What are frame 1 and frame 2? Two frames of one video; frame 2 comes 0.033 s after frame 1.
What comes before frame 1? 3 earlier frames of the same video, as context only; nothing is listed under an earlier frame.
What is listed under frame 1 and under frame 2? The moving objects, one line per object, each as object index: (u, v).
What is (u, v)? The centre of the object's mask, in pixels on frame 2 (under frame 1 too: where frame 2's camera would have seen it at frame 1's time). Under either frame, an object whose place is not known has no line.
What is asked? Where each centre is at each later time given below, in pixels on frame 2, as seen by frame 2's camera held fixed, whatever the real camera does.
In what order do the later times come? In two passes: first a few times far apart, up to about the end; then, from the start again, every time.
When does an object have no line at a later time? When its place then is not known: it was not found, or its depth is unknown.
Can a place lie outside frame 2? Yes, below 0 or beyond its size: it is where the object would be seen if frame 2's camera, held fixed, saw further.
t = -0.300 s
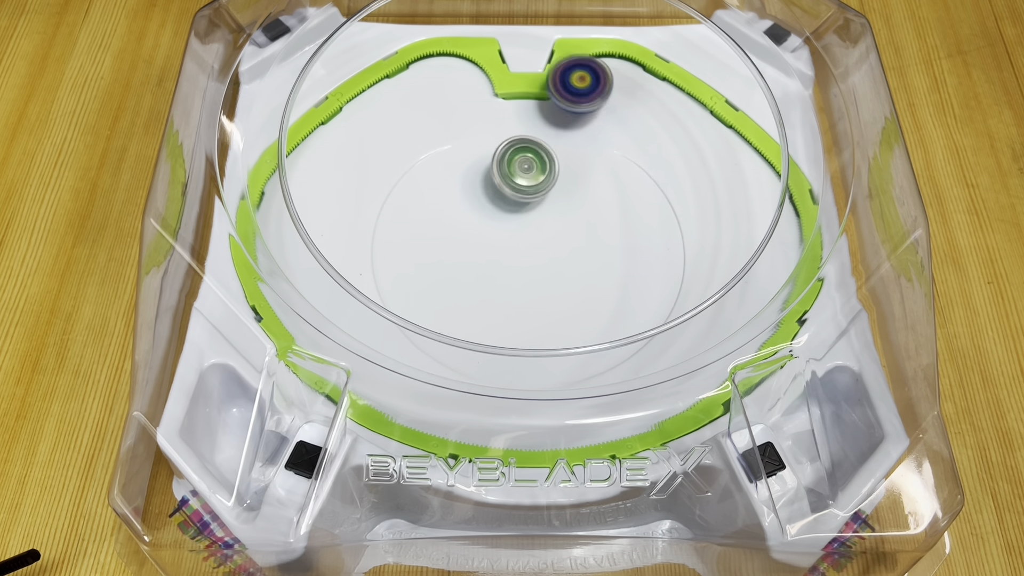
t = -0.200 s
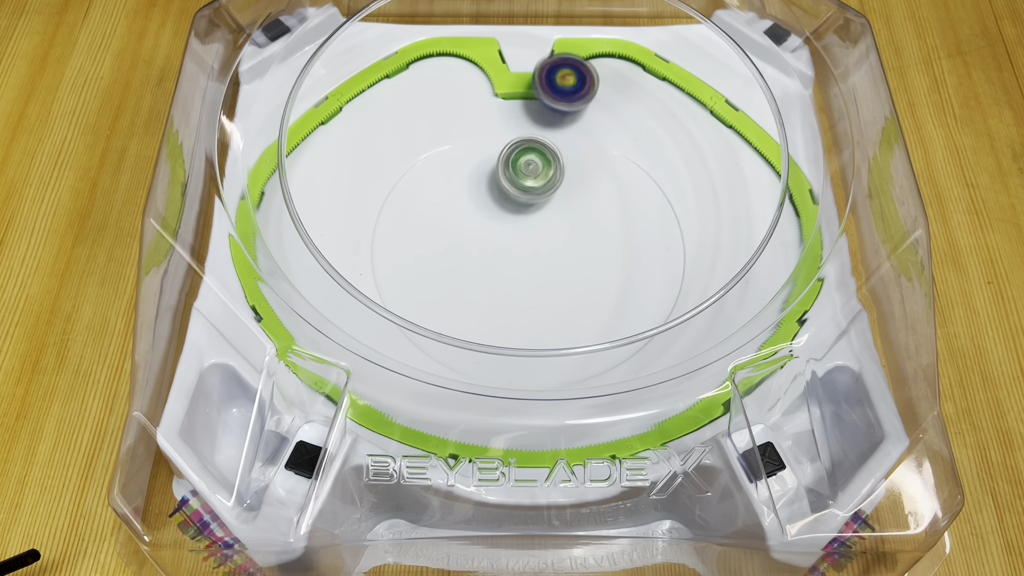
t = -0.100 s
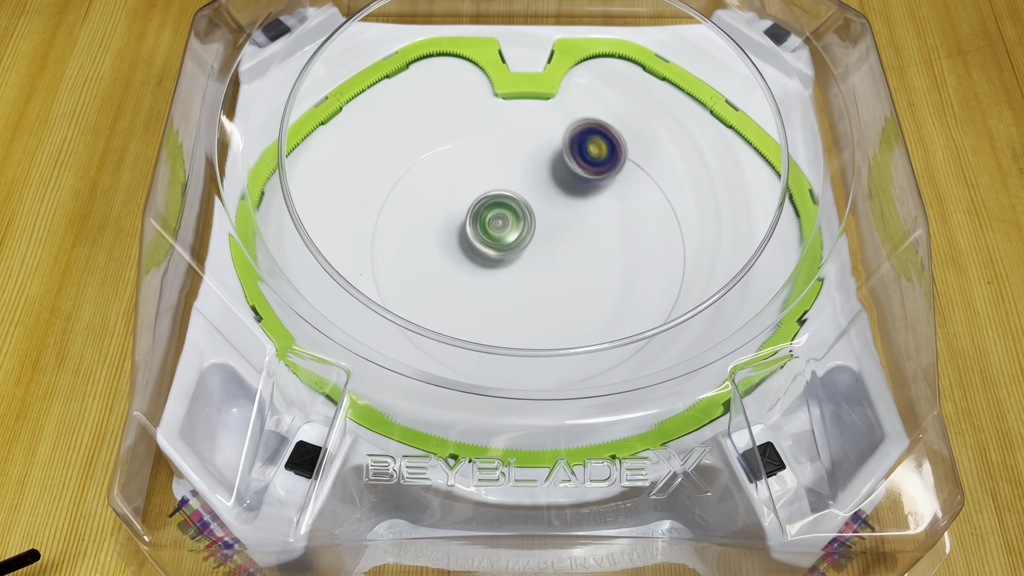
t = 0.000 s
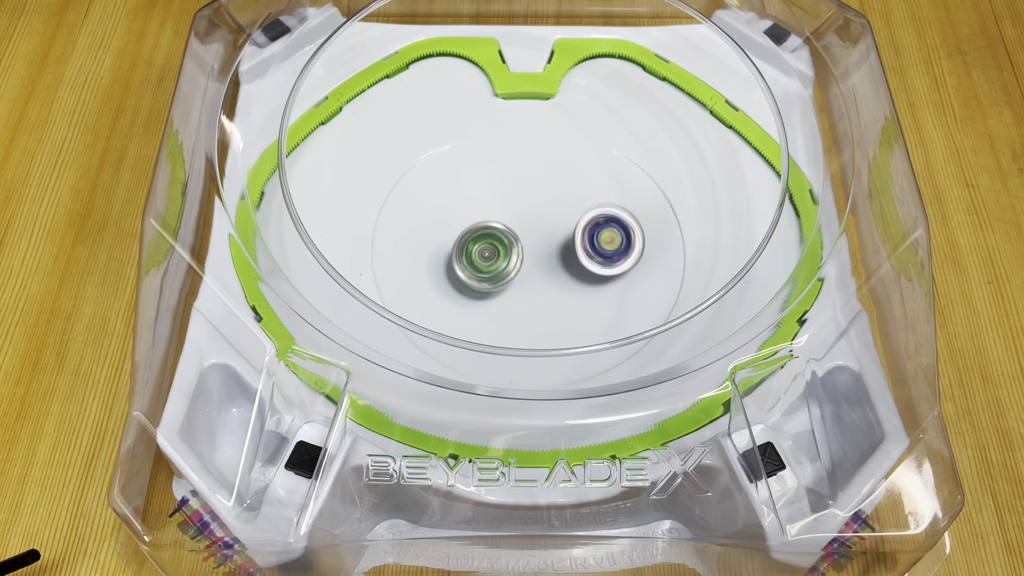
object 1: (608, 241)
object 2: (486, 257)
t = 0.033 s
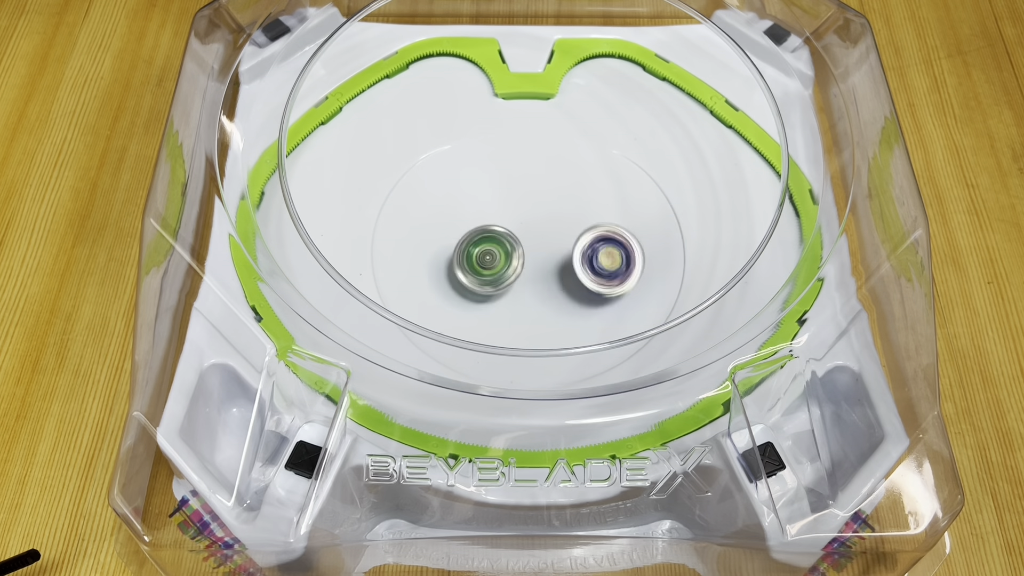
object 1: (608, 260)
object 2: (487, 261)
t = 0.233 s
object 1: (592, 314)
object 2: (532, 255)
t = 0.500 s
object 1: (662, 316)
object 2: (536, 168)
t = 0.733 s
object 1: (675, 293)
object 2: (529, 174)
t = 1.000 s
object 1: (572, 289)
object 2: (505, 253)
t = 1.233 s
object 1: (475, 349)
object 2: (487, 266)
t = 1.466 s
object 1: (395, 346)
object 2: (506, 275)
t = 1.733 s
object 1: (298, 291)
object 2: (666, 147)
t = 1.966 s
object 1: (314, 210)
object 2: (701, 112)
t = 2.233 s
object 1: (348, 132)
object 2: (684, 83)
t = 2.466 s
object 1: (425, 103)
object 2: (665, 75)
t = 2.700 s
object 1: (570, 125)
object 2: (658, 102)
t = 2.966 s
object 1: (311, 243)
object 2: (722, 95)
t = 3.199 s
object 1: (341, 296)
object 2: (626, 98)
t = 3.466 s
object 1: (467, 283)
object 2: (551, 97)
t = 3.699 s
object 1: (504, 230)
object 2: (517, 112)
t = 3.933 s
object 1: (559, 204)
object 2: (488, 127)
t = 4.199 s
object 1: (607, 211)
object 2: (460, 144)
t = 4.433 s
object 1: (609, 253)
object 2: (497, 171)
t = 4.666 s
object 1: (558, 273)
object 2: (549, 198)
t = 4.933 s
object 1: (497, 243)
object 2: (591, 225)
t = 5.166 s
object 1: (493, 201)
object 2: (612, 252)
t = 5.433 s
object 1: (534, 180)
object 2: (593, 277)
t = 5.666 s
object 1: (570, 208)
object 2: (557, 287)
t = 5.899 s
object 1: (577, 248)
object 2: (506, 287)
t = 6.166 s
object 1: (671, 255)
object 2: (373, 252)
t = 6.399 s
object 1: (635, 239)
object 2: (371, 242)
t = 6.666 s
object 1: (594, 218)
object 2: (398, 236)
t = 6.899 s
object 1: (561, 196)
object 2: (433, 237)
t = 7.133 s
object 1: (545, 203)
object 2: (493, 232)
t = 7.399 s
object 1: (632, 233)
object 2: (462, 238)
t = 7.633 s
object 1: (544, 229)
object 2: (490, 269)
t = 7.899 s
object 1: (538, 202)
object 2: (511, 295)
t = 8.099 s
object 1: (561, 213)
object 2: (486, 268)
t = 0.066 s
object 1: (605, 283)
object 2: (493, 262)
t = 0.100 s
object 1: (603, 293)
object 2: (500, 261)
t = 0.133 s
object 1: (598, 309)
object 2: (510, 258)
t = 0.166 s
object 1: (594, 314)
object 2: (519, 257)
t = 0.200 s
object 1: (593, 317)
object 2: (523, 257)
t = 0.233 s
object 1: (592, 314)
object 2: (532, 255)
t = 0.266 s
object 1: (593, 309)
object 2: (538, 252)
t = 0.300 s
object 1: (591, 308)
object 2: (542, 248)
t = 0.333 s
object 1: (593, 299)
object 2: (547, 244)
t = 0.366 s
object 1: (596, 289)
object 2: (550, 241)
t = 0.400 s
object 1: (603, 291)
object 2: (550, 230)
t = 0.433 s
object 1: (624, 303)
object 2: (544, 206)
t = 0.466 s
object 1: (644, 306)
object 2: (539, 186)
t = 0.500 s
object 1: (662, 316)
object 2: (536, 168)
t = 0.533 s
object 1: (682, 325)
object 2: (534, 157)
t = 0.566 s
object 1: (703, 336)
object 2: (534, 149)
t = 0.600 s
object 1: (718, 346)
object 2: (535, 146)
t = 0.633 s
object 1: (713, 335)
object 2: (536, 149)
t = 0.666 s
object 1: (696, 328)
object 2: (534, 155)
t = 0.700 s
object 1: (687, 313)
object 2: (532, 163)
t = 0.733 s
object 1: (675, 293)
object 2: (529, 174)
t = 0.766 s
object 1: (666, 291)
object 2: (524, 185)
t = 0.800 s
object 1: (658, 284)
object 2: (519, 196)
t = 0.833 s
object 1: (650, 279)
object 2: (517, 206)
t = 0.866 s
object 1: (638, 280)
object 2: (514, 217)
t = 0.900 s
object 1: (622, 278)
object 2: (511, 227)
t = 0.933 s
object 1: (605, 278)
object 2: (510, 237)
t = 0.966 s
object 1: (586, 282)
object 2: (508, 247)
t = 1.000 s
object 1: (572, 289)
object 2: (505, 253)
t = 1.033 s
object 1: (563, 300)
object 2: (493, 252)
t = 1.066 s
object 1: (551, 312)
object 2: (485, 252)
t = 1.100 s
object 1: (535, 320)
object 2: (482, 252)
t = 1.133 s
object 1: (521, 332)
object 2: (480, 254)
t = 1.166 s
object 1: (503, 341)
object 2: (482, 258)
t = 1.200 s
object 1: (486, 349)
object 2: (484, 262)
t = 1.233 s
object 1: (475, 349)
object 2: (487, 266)
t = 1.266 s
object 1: (461, 351)
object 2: (490, 271)
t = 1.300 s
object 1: (439, 358)
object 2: (494, 276)
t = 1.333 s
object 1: (417, 360)
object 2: (497, 279)
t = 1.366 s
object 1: (392, 362)
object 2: (500, 281)
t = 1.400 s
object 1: (365, 362)
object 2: (502, 281)
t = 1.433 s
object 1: (369, 354)
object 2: (504, 279)
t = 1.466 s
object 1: (395, 346)
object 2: (506, 275)
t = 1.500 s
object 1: (416, 328)
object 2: (508, 271)
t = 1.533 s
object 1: (434, 315)
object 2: (510, 266)
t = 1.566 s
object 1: (451, 302)
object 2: (511, 262)
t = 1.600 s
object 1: (435, 300)
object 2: (537, 246)
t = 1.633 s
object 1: (394, 300)
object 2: (581, 218)
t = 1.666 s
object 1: (359, 301)
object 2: (618, 191)
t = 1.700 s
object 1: (330, 293)
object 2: (647, 167)
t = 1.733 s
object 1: (298, 291)
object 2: (666, 147)
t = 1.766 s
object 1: (288, 283)
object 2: (678, 133)
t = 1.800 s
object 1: (306, 262)
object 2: (688, 127)
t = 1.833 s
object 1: (311, 247)
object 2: (694, 123)
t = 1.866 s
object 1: (317, 235)
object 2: (698, 120)
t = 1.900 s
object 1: (319, 225)
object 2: (700, 117)
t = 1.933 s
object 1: (317, 216)
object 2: (700, 114)
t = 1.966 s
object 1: (314, 210)
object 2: (701, 112)
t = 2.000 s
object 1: (309, 198)
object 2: (701, 108)
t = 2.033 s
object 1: (305, 186)
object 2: (701, 105)
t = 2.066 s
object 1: (304, 172)
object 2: (699, 102)
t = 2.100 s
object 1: (306, 157)
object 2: (697, 97)
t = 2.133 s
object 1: (313, 142)
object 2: (695, 92)
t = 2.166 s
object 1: (320, 135)
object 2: (692, 87)
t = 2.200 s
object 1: (335, 134)
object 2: (688, 84)
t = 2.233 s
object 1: (348, 132)
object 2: (684, 83)
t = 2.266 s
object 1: (358, 130)
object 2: (680, 82)
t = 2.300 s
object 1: (366, 124)
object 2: (675, 81)
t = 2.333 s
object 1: (373, 121)
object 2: (672, 78)
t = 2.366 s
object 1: (380, 115)
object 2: (669, 76)
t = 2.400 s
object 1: (392, 111)
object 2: (667, 75)
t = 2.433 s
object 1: (407, 107)
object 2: (666, 75)
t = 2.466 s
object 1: (425, 103)
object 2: (665, 75)
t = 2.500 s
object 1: (443, 103)
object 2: (665, 76)
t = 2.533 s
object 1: (464, 102)
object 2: (665, 77)
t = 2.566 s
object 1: (486, 105)
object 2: (665, 81)
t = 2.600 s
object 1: (508, 108)
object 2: (664, 85)
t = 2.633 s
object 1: (532, 113)
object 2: (663, 91)
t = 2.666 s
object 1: (553, 120)
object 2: (661, 96)
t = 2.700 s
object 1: (570, 125)
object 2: (658, 102)
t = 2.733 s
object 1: (588, 129)
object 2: (657, 107)
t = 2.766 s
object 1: (568, 133)
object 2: (686, 109)
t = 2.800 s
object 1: (517, 144)
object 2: (737, 101)
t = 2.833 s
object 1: (462, 165)
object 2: (794, 101)
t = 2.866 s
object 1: (414, 187)
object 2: (805, 98)
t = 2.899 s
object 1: (376, 202)
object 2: (767, 101)
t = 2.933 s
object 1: (341, 221)
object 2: (739, 98)
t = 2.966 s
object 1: (311, 243)
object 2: (722, 95)
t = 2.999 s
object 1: (289, 261)
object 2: (699, 98)
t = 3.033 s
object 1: (276, 270)
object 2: (682, 97)
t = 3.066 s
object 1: (268, 279)
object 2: (668, 97)
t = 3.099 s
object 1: (270, 287)
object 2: (657, 98)
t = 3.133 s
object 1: (290, 289)
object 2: (646, 98)
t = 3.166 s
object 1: (314, 301)
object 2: (636, 98)
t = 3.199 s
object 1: (341, 296)
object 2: (626, 98)
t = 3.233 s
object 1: (360, 300)
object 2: (615, 98)
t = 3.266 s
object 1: (381, 300)
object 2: (604, 99)
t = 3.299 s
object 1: (398, 299)
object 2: (594, 99)
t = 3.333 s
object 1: (415, 298)
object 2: (585, 97)
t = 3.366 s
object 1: (431, 298)
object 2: (576, 97)
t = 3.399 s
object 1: (445, 295)
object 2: (567, 96)
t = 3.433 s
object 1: (457, 289)
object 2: (559, 96)
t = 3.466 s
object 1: (467, 283)
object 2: (551, 97)
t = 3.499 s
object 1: (476, 277)
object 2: (544, 99)
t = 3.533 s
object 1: (481, 269)
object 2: (537, 101)
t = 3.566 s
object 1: (485, 262)
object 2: (533, 101)
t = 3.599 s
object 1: (488, 255)
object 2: (529, 102)
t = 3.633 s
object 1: (493, 246)
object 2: (525, 104)
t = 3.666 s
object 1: (498, 237)
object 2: (520, 106)
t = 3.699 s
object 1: (504, 230)
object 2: (517, 112)
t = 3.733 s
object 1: (511, 224)
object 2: (515, 114)
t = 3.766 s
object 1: (518, 218)
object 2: (511, 117)
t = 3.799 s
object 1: (525, 214)
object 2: (506, 119)
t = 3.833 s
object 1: (533, 212)
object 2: (502, 121)
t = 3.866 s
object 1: (543, 209)
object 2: (498, 122)
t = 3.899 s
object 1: (551, 205)
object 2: (492, 124)
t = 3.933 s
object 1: (559, 204)
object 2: (488, 127)
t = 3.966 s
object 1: (567, 204)
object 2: (484, 128)
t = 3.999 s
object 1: (575, 205)
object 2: (479, 129)
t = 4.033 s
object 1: (581, 206)
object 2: (474, 129)
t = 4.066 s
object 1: (587, 207)
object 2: (470, 130)
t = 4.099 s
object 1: (593, 207)
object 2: (467, 132)
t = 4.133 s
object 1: (598, 206)
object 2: (463, 136)
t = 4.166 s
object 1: (602, 208)
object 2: (460, 141)
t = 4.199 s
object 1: (607, 211)
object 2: (460, 144)
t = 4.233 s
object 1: (611, 214)
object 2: (461, 147)
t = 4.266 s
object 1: (615, 221)
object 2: (466, 152)
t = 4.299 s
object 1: (618, 226)
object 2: (472, 155)
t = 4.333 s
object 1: (617, 232)
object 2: (477, 159)
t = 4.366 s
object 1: (616, 239)
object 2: (483, 163)
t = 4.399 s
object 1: (614, 246)
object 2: (490, 167)
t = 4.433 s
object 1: (609, 253)
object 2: (497, 171)
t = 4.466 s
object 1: (605, 257)
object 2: (504, 175)
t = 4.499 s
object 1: (600, 261)
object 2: (513, 179)
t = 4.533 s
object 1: (591, 266)
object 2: (520, 183)
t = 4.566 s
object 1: (583, 269)
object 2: (527, 186)
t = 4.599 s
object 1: (574, 272)
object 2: (536, 189)
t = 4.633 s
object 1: (566, 272)
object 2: (543, 193)
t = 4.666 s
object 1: (558, 273)
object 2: (549, 198)
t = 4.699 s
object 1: (548, 273)
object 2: (554, 202)
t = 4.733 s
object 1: (540, 273)
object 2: (560, 204)
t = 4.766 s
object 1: (531, 270)
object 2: (563, 206)
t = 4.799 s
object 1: (524, 266)
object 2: (570, 207)
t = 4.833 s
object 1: (516, 262)
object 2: (576, 211)
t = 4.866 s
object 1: (508, 256)
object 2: (582, 217)
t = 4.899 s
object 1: (501, 250)
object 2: (587, 222)
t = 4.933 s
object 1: (497, 243)
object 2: (591, 225)
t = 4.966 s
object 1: (494, 237)
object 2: (595, 228)
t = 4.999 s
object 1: (491, 231)
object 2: (601, 231)
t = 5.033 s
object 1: (488, 225)
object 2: (604, 235)
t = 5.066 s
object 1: (487, 219)
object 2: (607, 240)
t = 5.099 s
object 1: (487, 214)
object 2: (610, 244)
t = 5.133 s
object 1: (490, 209)
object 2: (611, 248)
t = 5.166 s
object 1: (493, 201)
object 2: (612, 252)
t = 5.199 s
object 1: (495, 196)
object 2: (612, 256)
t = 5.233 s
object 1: (500, 192)
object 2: (611, 260)
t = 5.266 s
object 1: (505, 189)
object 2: (609, 264)
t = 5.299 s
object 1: (511, 185)
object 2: (607, 268)
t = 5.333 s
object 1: (515, 182)
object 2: (603, 272)
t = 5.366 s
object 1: (521, 181)
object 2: (600, 274)
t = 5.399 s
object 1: (526, 181)
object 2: (596, 275)
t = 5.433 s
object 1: (534, 180)
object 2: (593, 277)
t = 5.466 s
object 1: (539, 181)
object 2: (591, 277)
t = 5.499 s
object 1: (545, 184)
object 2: (588, 277)
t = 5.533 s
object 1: (551, 188)
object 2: (585, 279)
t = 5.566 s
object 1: (558, 192)
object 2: (580, 281)
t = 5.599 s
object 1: (562, 196)
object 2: (571, 284)
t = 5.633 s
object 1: (566, 202)
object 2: (564, 285)
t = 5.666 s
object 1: (570, 208)
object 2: (557, 287)
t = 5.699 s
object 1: (574, 214)
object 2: (551, 289)
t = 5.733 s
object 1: (575, 220)
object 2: (545, 290)
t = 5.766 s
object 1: (576, 228)
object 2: (535, 290)
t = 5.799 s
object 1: (576, 236)
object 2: (529, 289)
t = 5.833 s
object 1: (575, 242)
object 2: (521, 287)
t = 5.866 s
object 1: (573, 246)
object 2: (515, 287)
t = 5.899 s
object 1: (577, 248)
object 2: (506, 287)
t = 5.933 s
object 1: (577, 250)
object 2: (498, 285)
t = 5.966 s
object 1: (573, 254)
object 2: (492, 283)
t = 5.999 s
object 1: (565, 258)
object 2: (488, 281)
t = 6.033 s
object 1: (560, 263)
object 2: (483, 280)
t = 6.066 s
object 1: (602, 260)
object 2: (440, 276)
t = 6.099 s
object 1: (635, 259)
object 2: (406, 269)
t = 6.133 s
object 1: (659, 257)
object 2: (380, 262)
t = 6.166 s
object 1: (671, 255)
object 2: (373, 252)
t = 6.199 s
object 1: (678, 257)
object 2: (371, 247)
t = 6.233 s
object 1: (675, 258)
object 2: (373, 246)
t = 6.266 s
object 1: (662, 258)
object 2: (372, 245)
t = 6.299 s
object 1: (651, 255)
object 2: (373, 245)
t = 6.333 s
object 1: (643, 249)
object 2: (371, 243)
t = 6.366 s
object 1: (636, 244)
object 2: (372, 242)
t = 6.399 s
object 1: (635, 239)
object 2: (371, 242)
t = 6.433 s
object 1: (632, 238)
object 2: (372, 240)
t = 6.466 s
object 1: (630, 234)
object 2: (372, 239)
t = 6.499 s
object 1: (625, 235)
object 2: (374, 236)
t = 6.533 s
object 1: (620, 233)
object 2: (375, 235)
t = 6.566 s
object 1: (613, 232)
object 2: (378, 233)
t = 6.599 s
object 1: (607, 228)
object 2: (385, 235)
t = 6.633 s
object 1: (601, 224)
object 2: (392, 235)
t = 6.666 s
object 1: (594, 218)
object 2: (398, 236)
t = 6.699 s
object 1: (589, 212)
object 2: (402, 236)
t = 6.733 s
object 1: (580, 208)
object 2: (407, 237)
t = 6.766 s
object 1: (576, 202)
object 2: (410, 237)
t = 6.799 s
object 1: (572, 200)
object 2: (415, 237)
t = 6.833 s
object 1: (569, 198)
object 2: (419, 237)
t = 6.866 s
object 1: (566, 198)
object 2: (427, 237)
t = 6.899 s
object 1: (561, 196)
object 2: (433, 237)
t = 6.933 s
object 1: (557, 199)
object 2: (441, 236)
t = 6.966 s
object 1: (553, 198)
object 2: (448, 237)
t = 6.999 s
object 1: (548, 202)
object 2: (457, 236)
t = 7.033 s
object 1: (546, 201)
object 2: (465, 236)
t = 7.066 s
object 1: (540, 203)
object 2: (475, 233)
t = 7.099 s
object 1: (542, 201)
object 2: (485, 232)
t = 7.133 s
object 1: (545, 203)
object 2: (493, 232)
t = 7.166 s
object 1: (564, 207)
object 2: (479, 234)
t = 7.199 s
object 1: (586, 198)
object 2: (462, 232)
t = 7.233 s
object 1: (610, 197)
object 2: (452, 233)
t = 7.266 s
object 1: (636, 214)
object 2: (446, 233)
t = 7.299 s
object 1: (644, 218)
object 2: (448, 233)
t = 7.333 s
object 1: (646, 216)
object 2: (452, 236)
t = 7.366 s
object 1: (643, 226)
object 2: (456, 236)
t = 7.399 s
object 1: (632, 233)
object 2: (462, 238)
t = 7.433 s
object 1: (620, 240)
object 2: (467, 241)
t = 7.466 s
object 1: (607, 245)
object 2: (473, 245)
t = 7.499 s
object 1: (590, 235)
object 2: (480, 249)
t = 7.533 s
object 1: (575, 243)
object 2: (485, 254)
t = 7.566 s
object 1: (556, 248)
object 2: (492, 258)
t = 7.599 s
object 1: (547, 240)
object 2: (492, 264)
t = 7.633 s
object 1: (544, 229)
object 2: (490, 269)
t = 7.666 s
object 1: (535, 225)
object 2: (491, 273)
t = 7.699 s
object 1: (529, 222)
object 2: (493, 273)
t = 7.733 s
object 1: (527, 218)
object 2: (499, 274)
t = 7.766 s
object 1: (527, 209)
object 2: (506, 276)
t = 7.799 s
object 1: (527, 200)
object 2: (512, 280)
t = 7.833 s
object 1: (527, 200)
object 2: (517, 286)
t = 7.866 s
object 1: (531, 202)
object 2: (516, 292)
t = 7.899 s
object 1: (538, 202)
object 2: (511, 295)
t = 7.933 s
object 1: (545, 203)
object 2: (503, 297)
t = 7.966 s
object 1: (549, 204)
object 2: (494, 292)
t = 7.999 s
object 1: (551, 210)
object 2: (488, 283)
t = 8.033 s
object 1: (555, 213)
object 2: (486, 277)
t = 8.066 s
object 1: (559, 215)
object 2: (485, 272)
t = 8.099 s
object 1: (561, 213)
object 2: (486, 268)
